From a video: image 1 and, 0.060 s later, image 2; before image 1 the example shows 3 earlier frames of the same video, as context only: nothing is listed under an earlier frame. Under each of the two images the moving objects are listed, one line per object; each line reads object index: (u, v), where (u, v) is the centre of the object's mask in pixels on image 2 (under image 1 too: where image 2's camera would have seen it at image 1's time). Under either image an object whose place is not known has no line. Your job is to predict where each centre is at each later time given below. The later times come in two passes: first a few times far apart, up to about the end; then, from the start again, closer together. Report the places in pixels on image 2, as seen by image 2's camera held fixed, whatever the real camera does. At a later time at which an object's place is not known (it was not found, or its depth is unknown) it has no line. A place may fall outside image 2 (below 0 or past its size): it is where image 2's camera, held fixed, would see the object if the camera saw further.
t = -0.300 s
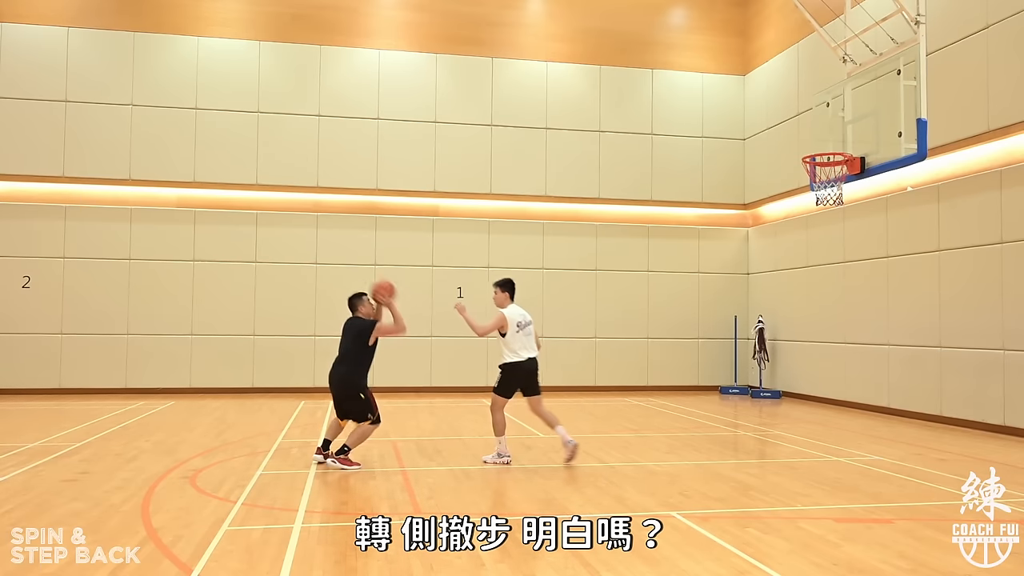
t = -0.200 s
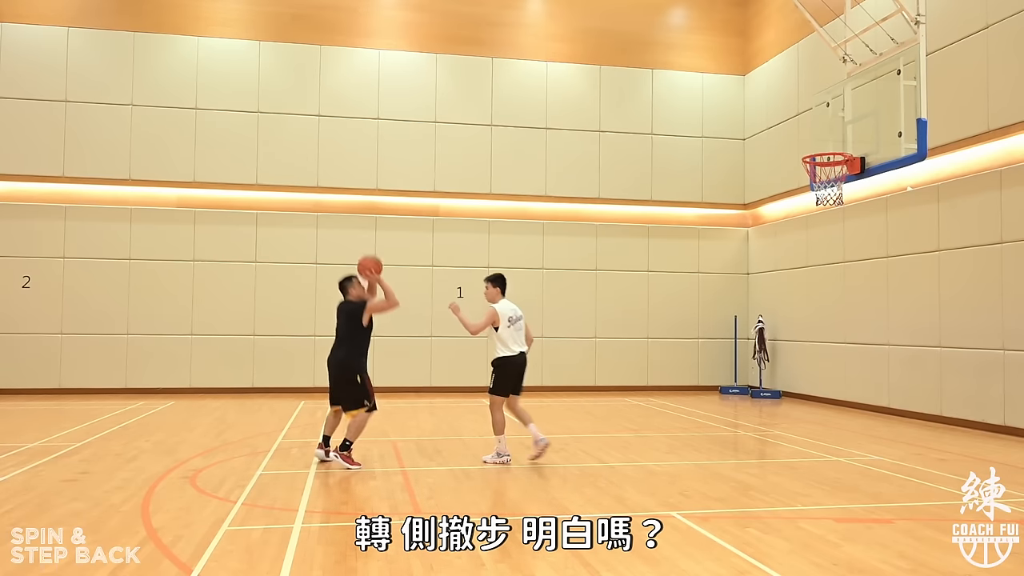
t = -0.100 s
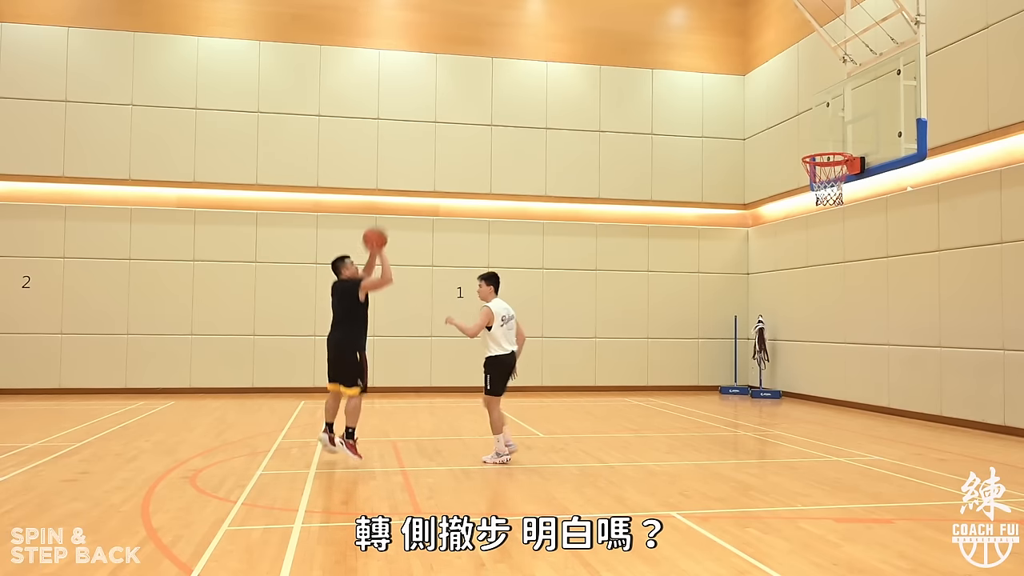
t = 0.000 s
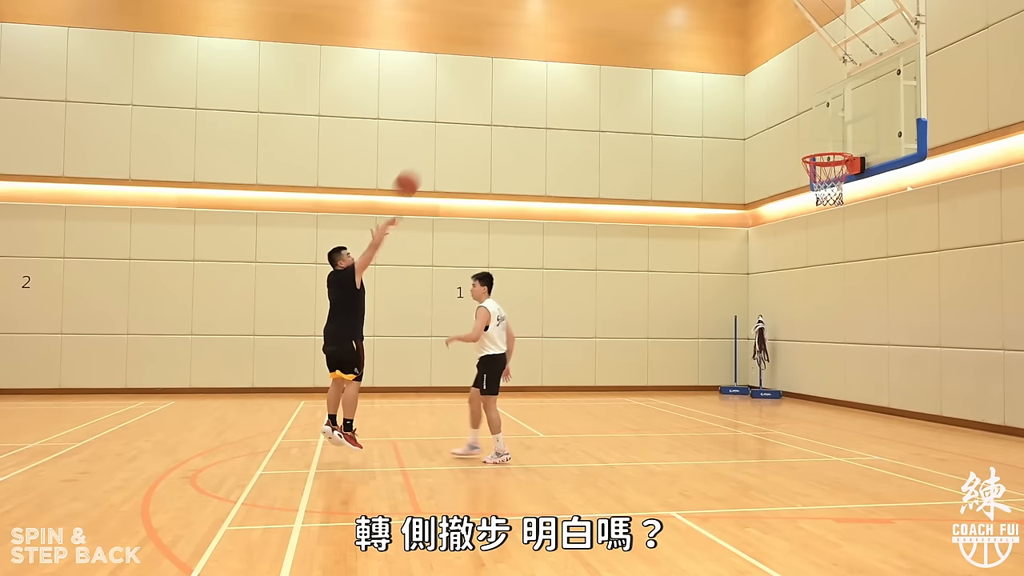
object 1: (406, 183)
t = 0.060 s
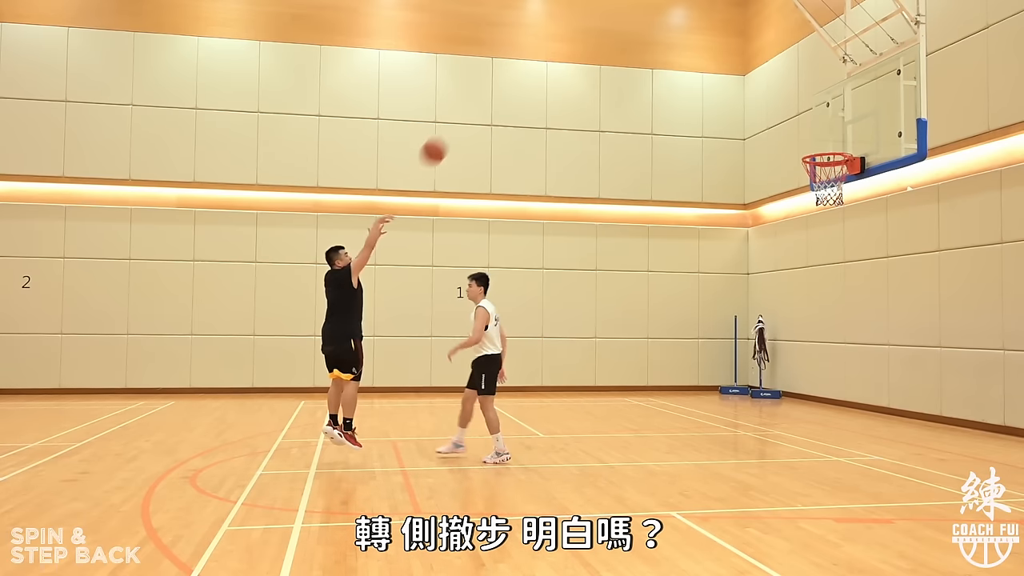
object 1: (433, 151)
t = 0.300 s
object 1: (537, 60)
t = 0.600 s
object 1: (661, 28)
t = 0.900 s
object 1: (780, 82)
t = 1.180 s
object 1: (839, 120)
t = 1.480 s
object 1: (810, 107)
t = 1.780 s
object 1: (774, 165)
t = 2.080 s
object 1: (741, 294)
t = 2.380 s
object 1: (716, 393)
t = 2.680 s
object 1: (709, 293)
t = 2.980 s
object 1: (702, 268)
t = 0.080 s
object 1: (442, 141)
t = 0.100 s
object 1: (451, 132)
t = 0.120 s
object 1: (460, 123)
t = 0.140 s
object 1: (468, 114)
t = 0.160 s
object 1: (477, 106)
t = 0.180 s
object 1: (485, 98)
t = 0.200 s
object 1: (494, 91)
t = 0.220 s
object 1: (503, 84)
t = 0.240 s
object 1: (511, 77)
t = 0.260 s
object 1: (520, 71)
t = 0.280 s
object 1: (528, 65)
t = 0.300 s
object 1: (537, 60)
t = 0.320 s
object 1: (545, 55)
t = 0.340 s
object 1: (554, 51)
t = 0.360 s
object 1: (562, 47)
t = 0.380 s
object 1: (570, 43)
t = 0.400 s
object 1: (578, 40)
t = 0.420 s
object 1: (587, 38)
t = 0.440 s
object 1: (595, 35)
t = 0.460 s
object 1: (603, 33)
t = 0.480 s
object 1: (611, 31)
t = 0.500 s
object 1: (620, 30)
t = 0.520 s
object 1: (628, 29)
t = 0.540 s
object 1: (636, 28)
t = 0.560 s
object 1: (644, 28)
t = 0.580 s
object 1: (652, 28)
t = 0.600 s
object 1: (661, 28)
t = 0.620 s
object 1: (669, 29)
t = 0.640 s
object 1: (677, 30)
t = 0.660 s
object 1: (685, 32)
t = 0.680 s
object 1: (692, 34)
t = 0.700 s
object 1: (700, 37)
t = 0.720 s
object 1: (708, 40)
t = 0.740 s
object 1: (716, 43)
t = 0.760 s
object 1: (724, 47)
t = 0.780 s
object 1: (732, 51)
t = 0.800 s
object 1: (740, 55)
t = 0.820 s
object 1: (748, 60)
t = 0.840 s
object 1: (755, 64)
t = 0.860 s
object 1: (764, 70)
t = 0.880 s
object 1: (772, 76)
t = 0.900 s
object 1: (780, 82)
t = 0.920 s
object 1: (787, 88)
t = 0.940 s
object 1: (795, 95)
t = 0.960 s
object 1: (803, 102)
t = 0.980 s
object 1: (810, 109)
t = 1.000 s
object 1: (818, 118)
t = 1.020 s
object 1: (826, 126)
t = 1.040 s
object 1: (834, 135)
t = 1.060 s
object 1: (842, 143)
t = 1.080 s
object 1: (842, 140)
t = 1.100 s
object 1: (841, 135)
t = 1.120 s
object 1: (841, 131)
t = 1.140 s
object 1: (840, 127)
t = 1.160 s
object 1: (839, 124)
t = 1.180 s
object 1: (839, 120)
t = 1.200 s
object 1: (838, 118)
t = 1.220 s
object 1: (837, 115)
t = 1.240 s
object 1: (837, 113)
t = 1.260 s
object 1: (836, 112)
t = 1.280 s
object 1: (836, 110)
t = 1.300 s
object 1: (834, 108)
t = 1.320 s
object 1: (831, 107)
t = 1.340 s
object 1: (828, 105)
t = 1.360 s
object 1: (826, 104)
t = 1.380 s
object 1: (823, 104)
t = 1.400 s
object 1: (820, 104)
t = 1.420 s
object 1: (818, 104)
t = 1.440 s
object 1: (816, 104)
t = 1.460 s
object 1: (813, 105)
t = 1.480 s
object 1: (810, 107)
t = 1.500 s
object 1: (808, 108)
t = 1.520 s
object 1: (806, 110)
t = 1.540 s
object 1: (803, 112)
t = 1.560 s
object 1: (800, 115)
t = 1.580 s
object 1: (798, 118)
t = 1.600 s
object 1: (796, 121)
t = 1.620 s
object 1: (793, 125)
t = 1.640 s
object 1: (791, 128)
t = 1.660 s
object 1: (788, 133)
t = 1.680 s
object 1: (786, 137)
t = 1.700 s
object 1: (783, 142)
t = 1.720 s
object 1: (781, 148)
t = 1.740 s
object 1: (779, 153)
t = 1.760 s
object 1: (776, 159)
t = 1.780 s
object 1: (774, 165)
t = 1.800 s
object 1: (772, 171)
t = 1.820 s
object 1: (770, 178)
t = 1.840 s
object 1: (767, 185)
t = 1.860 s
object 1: (765, 193)
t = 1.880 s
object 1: (763, 199)
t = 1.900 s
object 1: (760, 209)
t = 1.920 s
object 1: (758, 217)
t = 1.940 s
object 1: (756, 225)
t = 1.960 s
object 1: (754, 235)
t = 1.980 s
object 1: (752, 244)
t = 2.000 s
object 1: (750, 253)
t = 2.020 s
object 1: (747, 263)
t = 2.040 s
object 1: (745, 273)
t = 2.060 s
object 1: (743, 283)
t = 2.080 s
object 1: (741, 294)
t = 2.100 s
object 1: (739, 305)
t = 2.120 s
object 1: (737, 315)
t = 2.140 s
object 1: (735, 327)
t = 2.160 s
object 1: (732, 340)
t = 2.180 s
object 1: (731, 351)
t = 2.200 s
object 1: (728, 363)
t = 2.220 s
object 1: (726, 375)
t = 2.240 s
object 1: (725, 389)
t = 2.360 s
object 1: (717, 402)
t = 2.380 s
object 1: (716, 393)
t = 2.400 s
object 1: (716, 384)
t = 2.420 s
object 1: (715, 375)
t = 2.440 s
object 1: (715, 367)
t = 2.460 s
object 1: (714, 359)
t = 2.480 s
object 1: (714, 351)
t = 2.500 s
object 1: (713, 343)
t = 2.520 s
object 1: (713, 337)
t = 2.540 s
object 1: (712, 330)
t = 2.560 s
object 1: (712, 324)
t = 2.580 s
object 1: (712, 318)
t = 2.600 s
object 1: (711, 312)
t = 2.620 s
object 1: (711, 307)
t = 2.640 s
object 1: (710, 302)
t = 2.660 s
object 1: (710, 297)
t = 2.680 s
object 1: (709, 293)
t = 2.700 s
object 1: (709, 289)
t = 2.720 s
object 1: (708, 285)
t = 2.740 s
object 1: (708, 282)
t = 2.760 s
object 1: (707, 279)
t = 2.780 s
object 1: (707, 277)
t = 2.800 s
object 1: (706, 274)
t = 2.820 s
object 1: (706, 272)
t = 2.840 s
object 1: (705, 271)
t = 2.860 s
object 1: (705, 269)
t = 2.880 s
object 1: (704, 268)
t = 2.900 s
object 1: (704, 267)
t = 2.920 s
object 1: (704, 267)
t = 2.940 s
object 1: (703, 267)
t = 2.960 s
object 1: (703, 267)
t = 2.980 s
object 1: (702, 268)
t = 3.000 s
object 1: (701, 268)
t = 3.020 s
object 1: (701, 270)
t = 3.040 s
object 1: (701, 271)
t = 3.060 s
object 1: (700, 273)
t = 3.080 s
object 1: (700, 275)
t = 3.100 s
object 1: (699, 277)
